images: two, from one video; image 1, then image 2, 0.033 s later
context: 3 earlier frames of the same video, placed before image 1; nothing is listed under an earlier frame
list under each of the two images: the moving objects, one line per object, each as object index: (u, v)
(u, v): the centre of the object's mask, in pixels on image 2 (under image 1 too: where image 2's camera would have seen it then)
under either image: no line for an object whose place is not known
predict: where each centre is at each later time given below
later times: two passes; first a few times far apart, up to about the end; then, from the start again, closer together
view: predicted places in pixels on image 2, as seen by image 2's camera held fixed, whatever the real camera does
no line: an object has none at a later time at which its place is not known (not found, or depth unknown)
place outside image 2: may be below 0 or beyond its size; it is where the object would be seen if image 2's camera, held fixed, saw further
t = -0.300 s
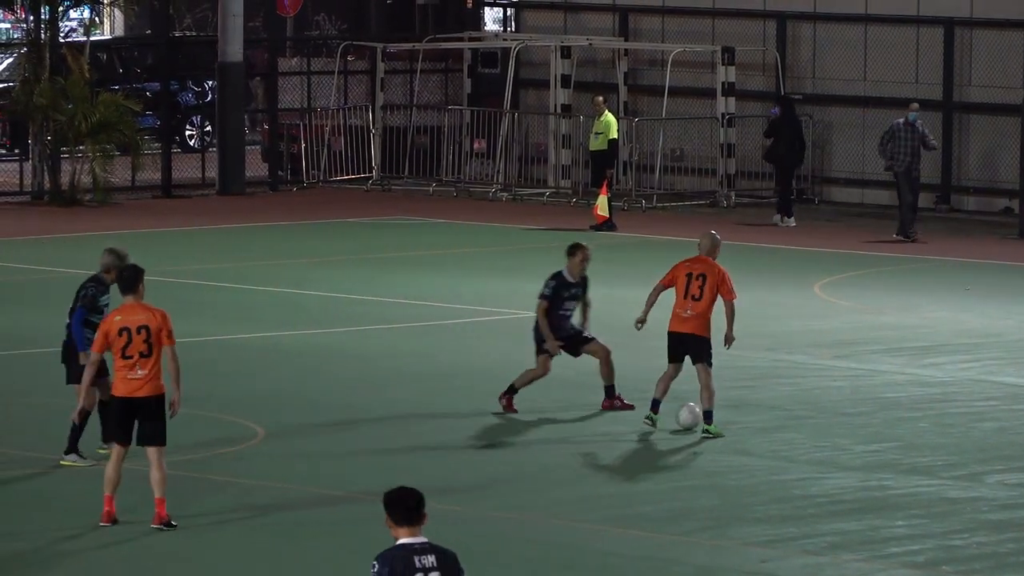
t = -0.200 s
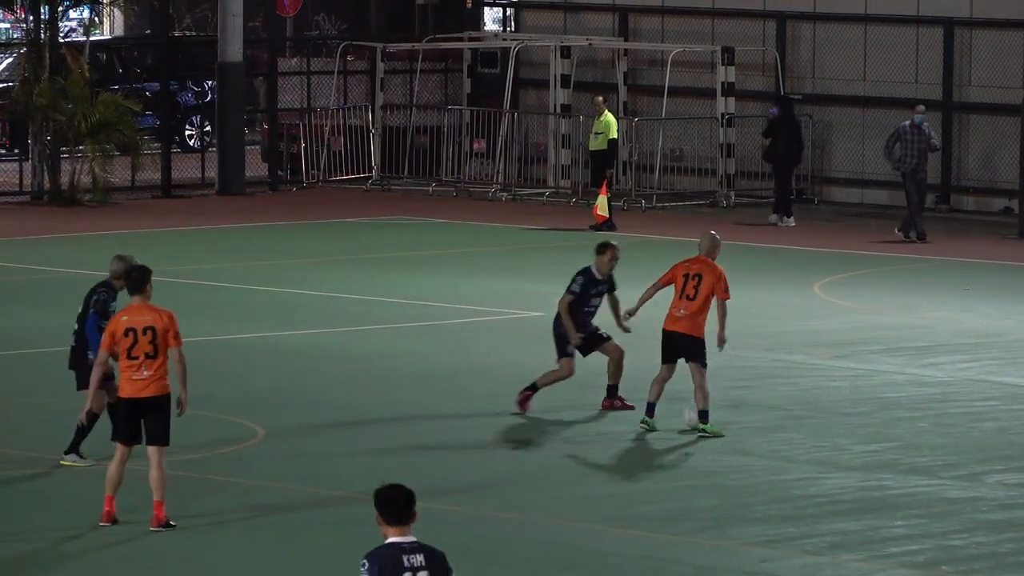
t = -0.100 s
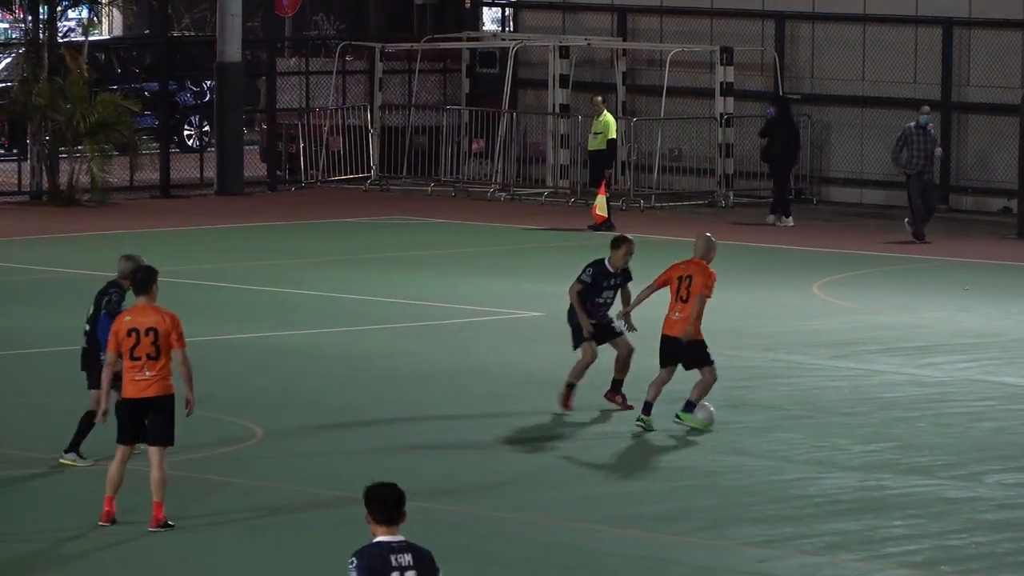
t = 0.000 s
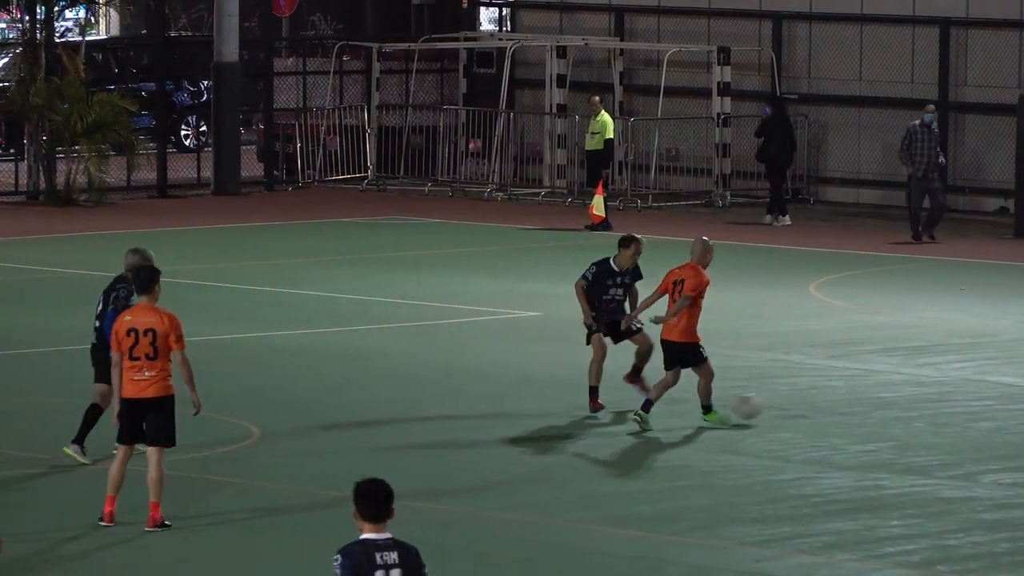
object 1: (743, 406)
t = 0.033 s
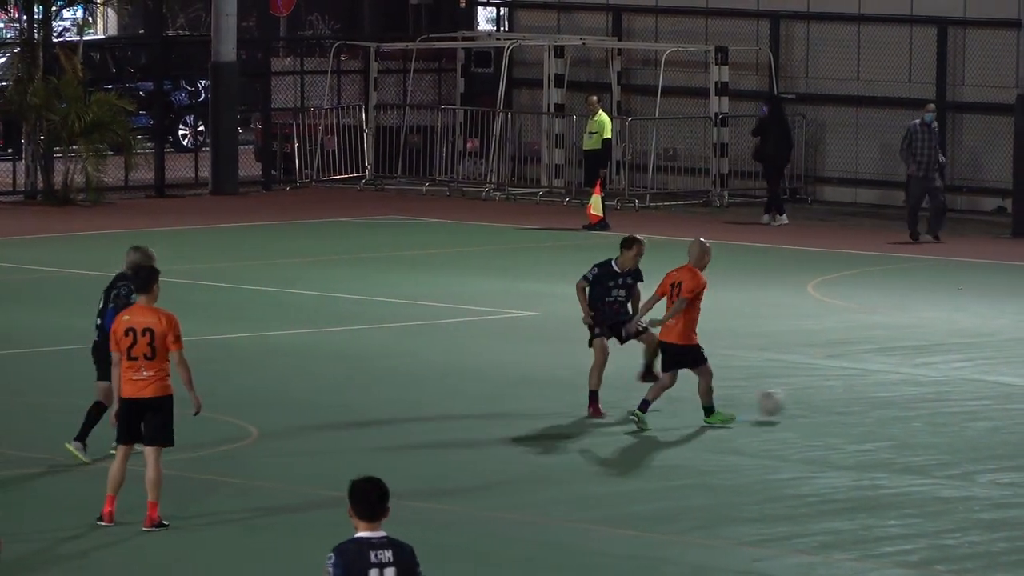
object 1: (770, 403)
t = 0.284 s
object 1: (942, 387)
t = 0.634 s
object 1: (1120, 369)
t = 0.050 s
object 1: (783, 402)
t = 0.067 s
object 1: (796, 401)
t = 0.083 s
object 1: (809, 401)
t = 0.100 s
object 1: (820, 401)
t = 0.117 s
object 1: (832, 401)
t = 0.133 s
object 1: (844, 399)
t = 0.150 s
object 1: (855, 396)
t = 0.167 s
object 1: (867, 394)
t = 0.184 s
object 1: (877, 393)
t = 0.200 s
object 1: (888, 391)
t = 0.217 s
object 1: (899, 389)
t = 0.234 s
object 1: (910, 388)
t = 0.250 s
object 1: (921, 387)
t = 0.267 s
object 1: (931, 387)
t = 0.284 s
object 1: (942, 387)
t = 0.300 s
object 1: (952, 386)
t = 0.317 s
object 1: (961, 385)
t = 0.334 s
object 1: (970, 382)
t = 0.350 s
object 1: (979, 381)
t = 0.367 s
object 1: (989, 380)
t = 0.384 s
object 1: (998, 379)
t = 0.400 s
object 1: (1007, 378)
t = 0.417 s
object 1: (1016, 378)
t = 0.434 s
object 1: (1025, 379)
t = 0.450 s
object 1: (1034, 378)
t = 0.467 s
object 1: (1043, 376)
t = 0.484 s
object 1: (1050, 374)
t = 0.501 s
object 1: (1059, 373)
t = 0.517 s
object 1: (1067, 373)
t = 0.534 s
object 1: (1075, 372)
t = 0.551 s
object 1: (1083, 371)
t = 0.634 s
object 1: (1120, 369)
